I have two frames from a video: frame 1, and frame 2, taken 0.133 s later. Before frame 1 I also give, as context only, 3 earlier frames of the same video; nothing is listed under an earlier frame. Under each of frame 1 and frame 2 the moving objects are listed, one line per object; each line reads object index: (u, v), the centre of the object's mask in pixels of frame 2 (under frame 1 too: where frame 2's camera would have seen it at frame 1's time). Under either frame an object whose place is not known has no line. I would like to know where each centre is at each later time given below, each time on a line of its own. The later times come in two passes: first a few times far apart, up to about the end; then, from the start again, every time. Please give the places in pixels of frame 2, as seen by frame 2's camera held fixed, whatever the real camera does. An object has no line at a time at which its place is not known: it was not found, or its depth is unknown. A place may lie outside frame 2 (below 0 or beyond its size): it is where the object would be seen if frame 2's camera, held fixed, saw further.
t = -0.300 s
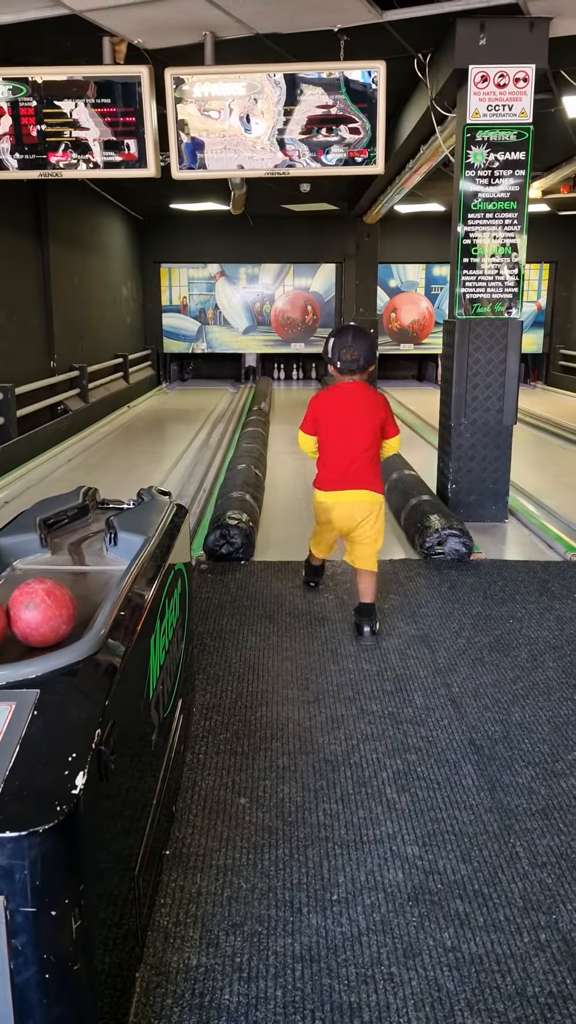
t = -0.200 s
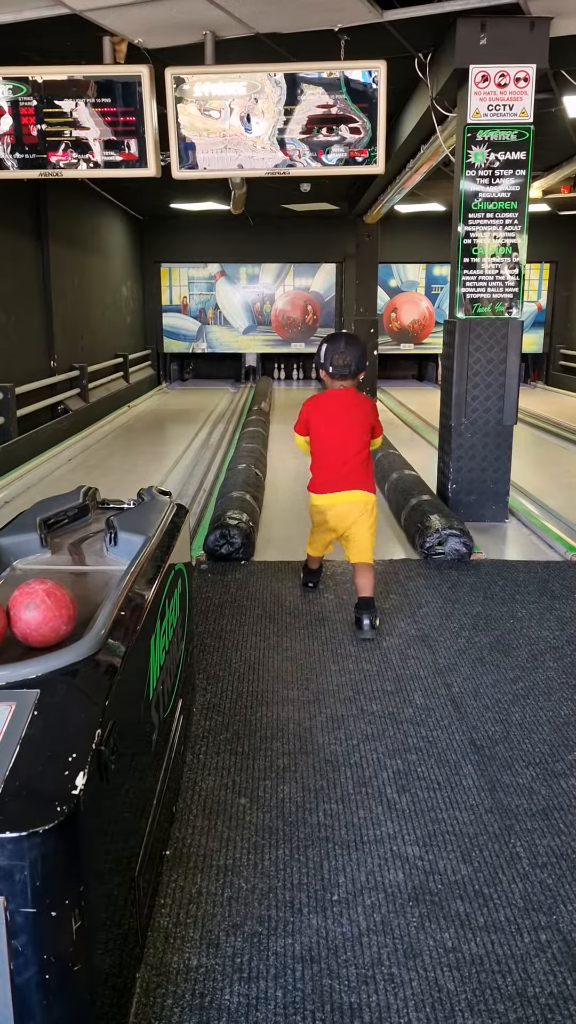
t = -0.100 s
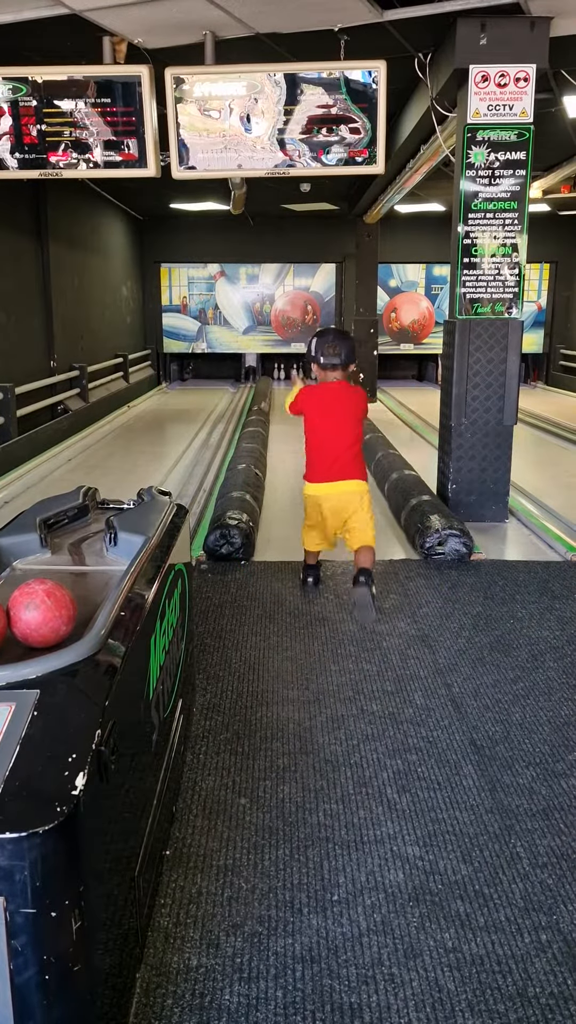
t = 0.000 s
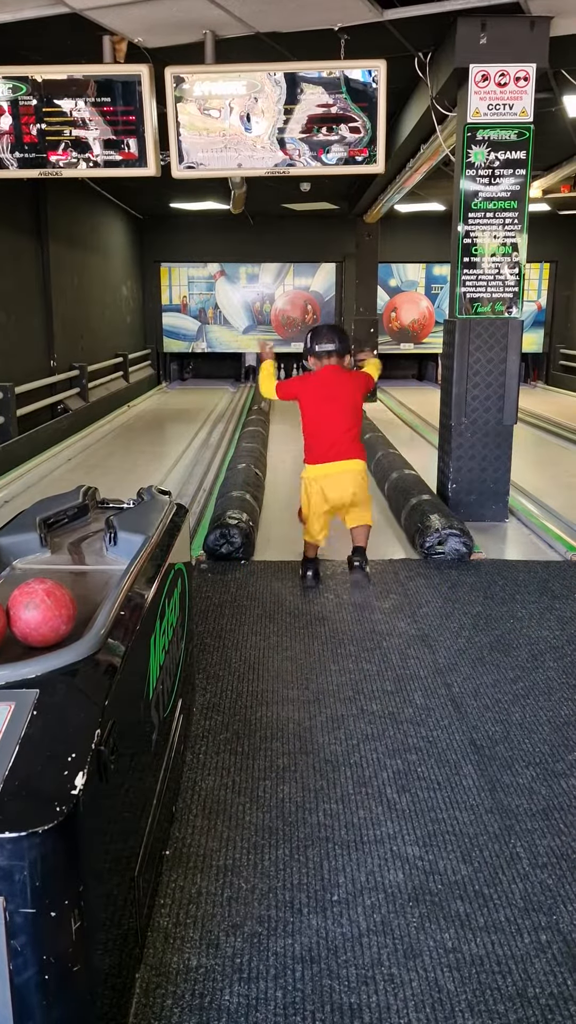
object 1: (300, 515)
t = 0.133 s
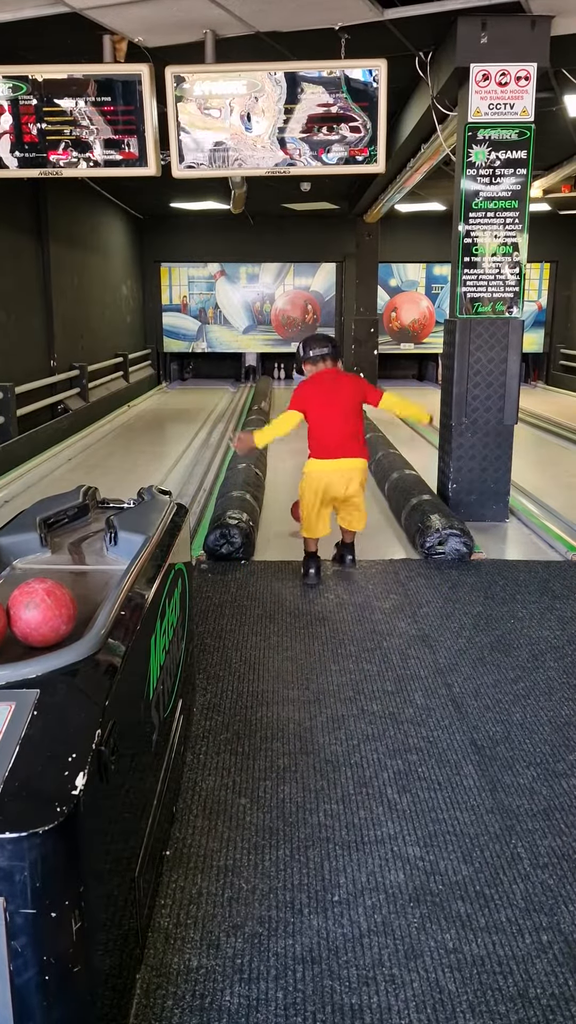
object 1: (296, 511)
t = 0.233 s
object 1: (293, 506)
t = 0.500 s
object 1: (287, 486)
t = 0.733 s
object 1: (280, 470)
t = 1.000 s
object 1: (274, 455)
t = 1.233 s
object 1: (277, 445)
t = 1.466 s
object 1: (282, 437)
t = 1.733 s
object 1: (287, 429)
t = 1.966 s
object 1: (291, 422)
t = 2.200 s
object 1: (295, 417)
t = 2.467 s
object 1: (299, 411)
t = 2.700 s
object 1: (302, 406)
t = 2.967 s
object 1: (305, 402)
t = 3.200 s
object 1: (308, 398)
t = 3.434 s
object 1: (310, 394)
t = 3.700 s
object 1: (312, 390)
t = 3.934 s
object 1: (313, 388)
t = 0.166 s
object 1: (295, 509)
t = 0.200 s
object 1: (293, 509)
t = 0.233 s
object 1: (293, 506)
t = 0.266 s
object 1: (294, 505)
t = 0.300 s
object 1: (294, 502)
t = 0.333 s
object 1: (294, 499)
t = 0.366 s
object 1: (292, 496)
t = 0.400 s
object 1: (291, 494)
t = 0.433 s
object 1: (290, 491)
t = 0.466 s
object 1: (288, 488)
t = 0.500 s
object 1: (287, 486)
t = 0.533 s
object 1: (286, 484)
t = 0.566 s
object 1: (285, 481)
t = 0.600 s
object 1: (284, 479)
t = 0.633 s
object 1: (283, 476)
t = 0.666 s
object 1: (282, 474)
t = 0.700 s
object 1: (281, 472)
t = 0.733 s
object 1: (280, 470)
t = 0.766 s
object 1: (279, 468)
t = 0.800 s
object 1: (278, 466)
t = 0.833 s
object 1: (278, 464)
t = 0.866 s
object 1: (277, 462)
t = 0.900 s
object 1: (276, 460)
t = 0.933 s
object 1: (275, 459)
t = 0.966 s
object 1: (275, 457)
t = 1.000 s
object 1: (274, 455)
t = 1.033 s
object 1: (274, 454)
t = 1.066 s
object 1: (274, 452)
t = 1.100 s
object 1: (274, 451)
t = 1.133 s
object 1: (275, 449)
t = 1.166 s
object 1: (275, 448)
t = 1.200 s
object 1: (276, 446)
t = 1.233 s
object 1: (277, 445)
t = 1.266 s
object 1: (278, 444)
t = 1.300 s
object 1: (278, 443)
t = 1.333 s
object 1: (279, 441)
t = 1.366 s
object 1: (280, 440)
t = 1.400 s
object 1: (281, 439)
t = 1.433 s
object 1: (281, 438)
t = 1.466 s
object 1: (282, 437)
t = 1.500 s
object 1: (283, 436)
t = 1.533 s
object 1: (283, 435)
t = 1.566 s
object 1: (284, 434)
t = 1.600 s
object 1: (285, 433)
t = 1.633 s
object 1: (285, 432)
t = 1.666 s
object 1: (286, 431)
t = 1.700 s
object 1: (287, 430)
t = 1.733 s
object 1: (287, 429)
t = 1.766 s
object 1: (288, 428)
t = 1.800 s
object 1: (288, 427)
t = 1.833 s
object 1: (289, 426)
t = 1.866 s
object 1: (290, 425)
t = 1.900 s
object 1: (290, 424)
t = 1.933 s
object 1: (291, 423)
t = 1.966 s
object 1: (291, 422)
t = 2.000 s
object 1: (292, 422)
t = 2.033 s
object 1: (293, 421)
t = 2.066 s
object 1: (293, 420)
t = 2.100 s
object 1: (294, 419)
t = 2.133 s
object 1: (294, 418)
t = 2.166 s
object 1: (295, 417)
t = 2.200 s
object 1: (295, 417)
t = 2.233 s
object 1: (296, 416)
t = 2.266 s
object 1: (296, 415)
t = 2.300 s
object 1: (297, 414)
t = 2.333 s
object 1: (297, 414)
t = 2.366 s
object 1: (297, 413)
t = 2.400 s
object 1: (298, 412)
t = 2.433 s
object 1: (298, 411)
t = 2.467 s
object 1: (299, 411)
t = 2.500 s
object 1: (299, 410)
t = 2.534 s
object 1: (300, 410)
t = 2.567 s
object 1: (300, 409)
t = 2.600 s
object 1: (301, 408)
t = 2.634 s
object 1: (301, 408)
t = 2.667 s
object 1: (302, 407)
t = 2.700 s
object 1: (302, 406)
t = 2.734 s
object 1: (302, 406)
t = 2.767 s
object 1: (303, 405)
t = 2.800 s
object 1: (303, 404)
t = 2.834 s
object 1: (304, 404)
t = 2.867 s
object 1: (304, 403)
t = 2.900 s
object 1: (304, 403)
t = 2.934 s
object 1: (305, 402)
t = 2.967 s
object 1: (305, 402)
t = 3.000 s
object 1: (305, 401)
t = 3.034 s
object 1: (306, 400)
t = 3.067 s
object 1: (306, 400)
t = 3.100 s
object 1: (306, 400)
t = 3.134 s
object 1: (307, 399)
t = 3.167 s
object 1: (307, 398)
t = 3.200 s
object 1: (308, 398)
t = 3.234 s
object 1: (308, 397)
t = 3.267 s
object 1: (308, 396)
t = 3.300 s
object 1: (308, 396)
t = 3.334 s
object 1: (309, 396)
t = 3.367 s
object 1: (309, 395)
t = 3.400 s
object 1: (309, 395)
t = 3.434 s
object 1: (310, 394)
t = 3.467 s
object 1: (310, 394)
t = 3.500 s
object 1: (310, 393)
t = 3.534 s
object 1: (310, 393)
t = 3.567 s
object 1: (311, 392)
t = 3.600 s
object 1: (311, 392)
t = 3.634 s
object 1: (311, 391)
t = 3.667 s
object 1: (312, 391)
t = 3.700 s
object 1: (312, 390)
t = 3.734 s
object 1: (312, 390)
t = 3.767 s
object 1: (313, 390)
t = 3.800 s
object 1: (313, 389)
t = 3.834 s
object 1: (313, 389)
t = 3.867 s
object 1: (313, 389)
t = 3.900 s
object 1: (313, 388)
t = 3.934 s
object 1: (313, 388)
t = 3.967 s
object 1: (314, 387)
